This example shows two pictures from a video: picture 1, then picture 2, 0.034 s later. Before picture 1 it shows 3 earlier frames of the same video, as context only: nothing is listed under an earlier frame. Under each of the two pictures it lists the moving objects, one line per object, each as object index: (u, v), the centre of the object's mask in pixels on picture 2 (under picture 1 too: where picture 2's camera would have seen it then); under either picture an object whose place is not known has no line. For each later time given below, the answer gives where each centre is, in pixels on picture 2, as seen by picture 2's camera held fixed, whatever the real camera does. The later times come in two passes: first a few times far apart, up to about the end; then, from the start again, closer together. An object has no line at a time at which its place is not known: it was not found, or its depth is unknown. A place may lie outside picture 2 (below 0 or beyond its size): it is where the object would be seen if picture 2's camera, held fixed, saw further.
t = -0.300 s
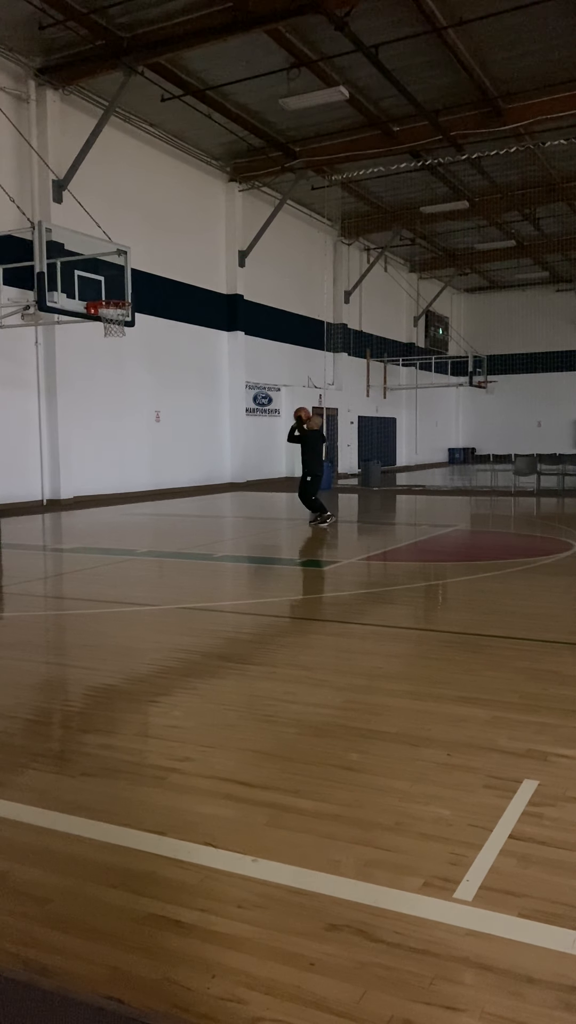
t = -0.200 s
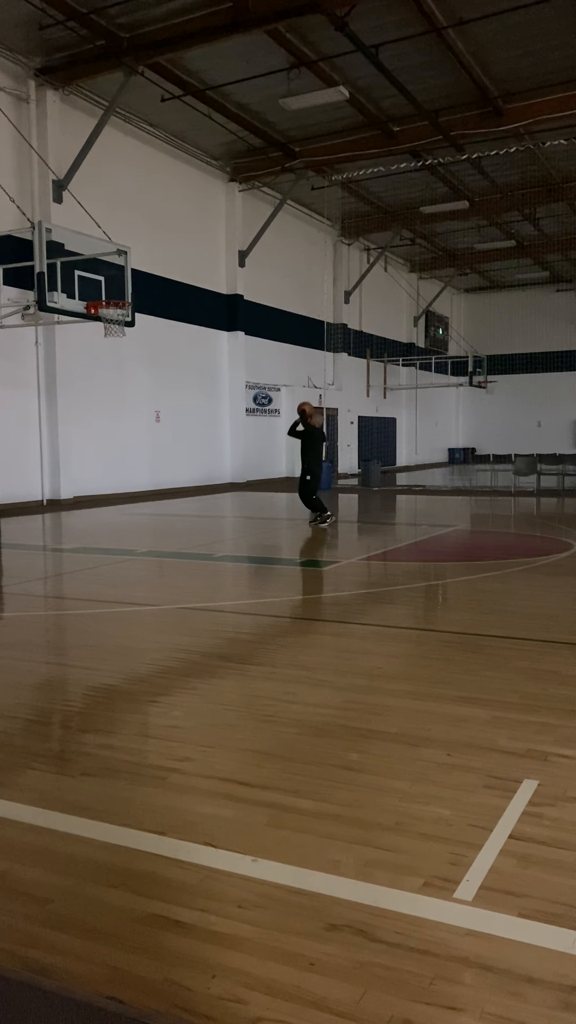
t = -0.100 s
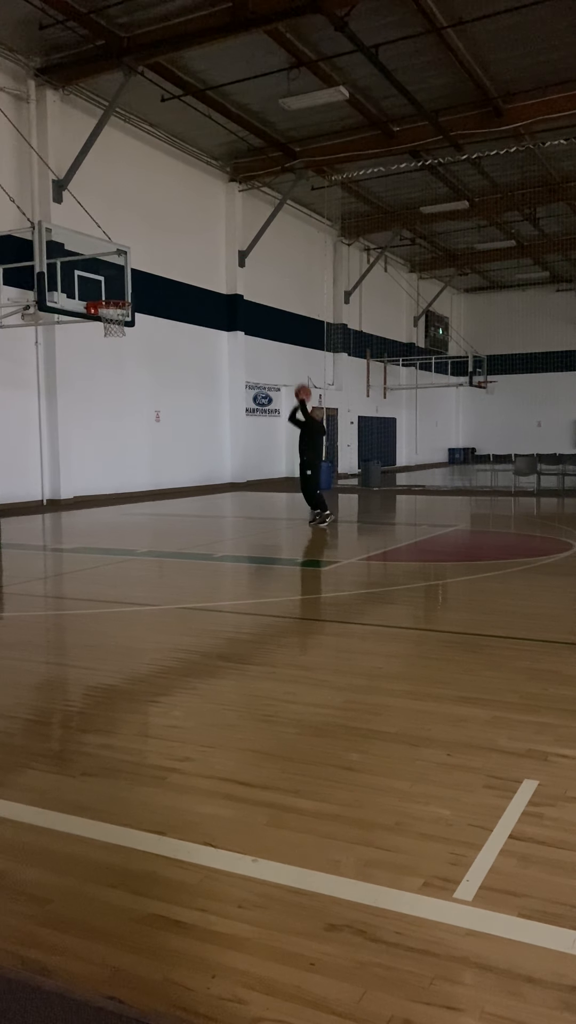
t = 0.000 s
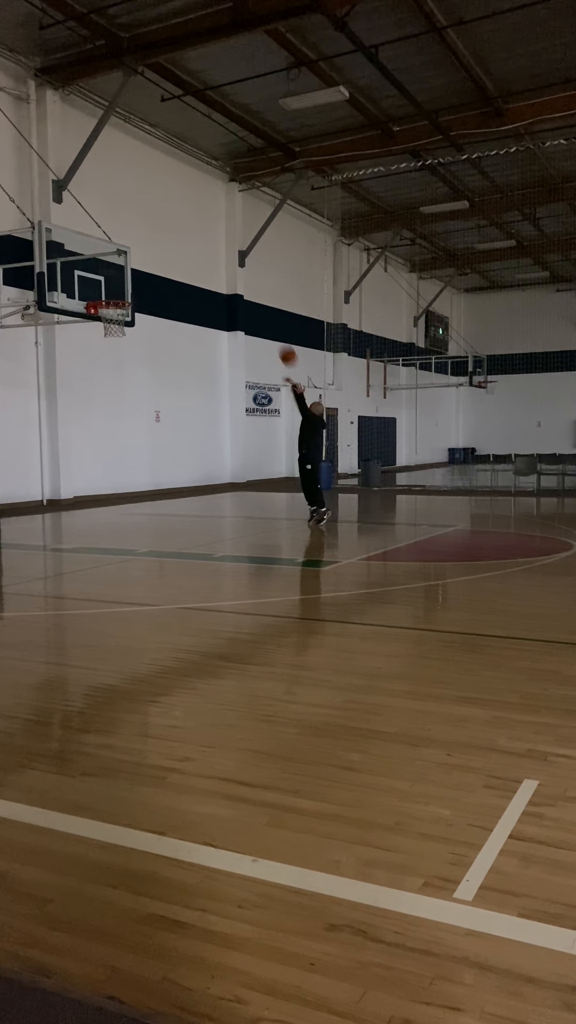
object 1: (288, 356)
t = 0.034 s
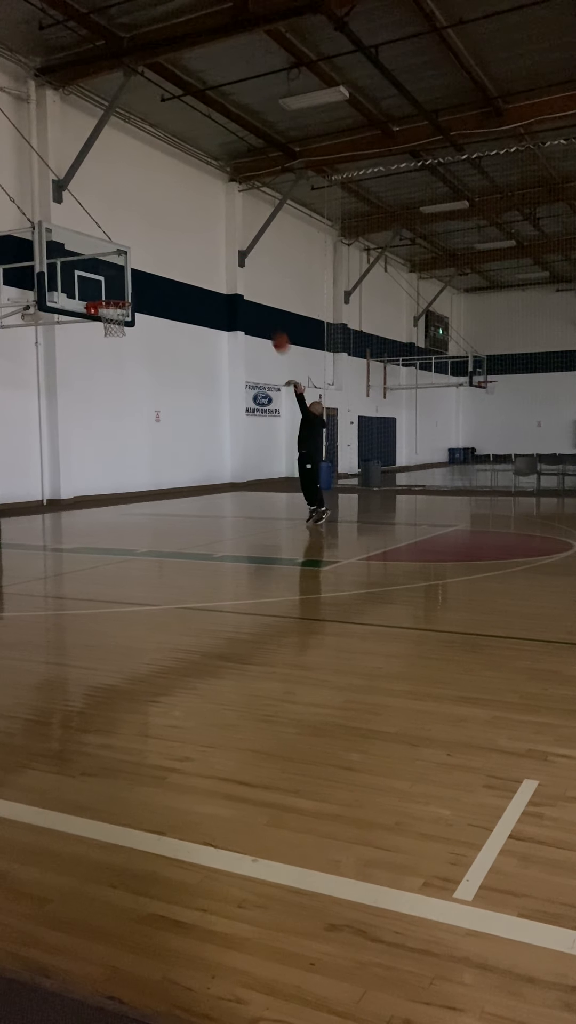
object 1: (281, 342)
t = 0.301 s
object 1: (222, 263)
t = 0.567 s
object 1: (164, 236)
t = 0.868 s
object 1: (104, 266)
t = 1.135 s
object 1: (117, 319)
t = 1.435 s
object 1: (98, 390)
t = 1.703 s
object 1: (85, 503)
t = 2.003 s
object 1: (59, 441)
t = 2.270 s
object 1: (38, 411)
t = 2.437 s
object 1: (25, 418)
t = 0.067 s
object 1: (274, 330)
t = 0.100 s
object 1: (266, 319)
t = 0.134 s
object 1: (259, 308)
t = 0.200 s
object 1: (243, 287)
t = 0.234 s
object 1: (236, 278)
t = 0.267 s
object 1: (229, 271)
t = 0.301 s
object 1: (222, 263)
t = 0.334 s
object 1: (214, 257)
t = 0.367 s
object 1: (207, 251)
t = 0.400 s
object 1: (200, 247)
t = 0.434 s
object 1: (193, 243)
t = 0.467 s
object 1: (186, 240)
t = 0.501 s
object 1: (178, 238)
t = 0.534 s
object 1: (171, 236)
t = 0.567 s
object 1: (164, 236)
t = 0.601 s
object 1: (157, 236)
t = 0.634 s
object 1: (150, 237)
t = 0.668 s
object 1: (143, 239)
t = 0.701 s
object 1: (136, 241)
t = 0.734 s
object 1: (129, 245)
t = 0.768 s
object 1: (123, 248)
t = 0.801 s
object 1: (115, 254)
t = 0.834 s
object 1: (108, 260)
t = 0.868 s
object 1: (104, 266)
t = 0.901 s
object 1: (107, 270)
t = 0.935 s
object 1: (110, 276)
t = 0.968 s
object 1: (114, 285)
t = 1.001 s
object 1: (116, 292)
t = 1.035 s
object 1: (120, 297)
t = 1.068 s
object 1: (122, 309)
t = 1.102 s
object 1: (119, 313)
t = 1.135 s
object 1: (117, 319)
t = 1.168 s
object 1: (115, 326)
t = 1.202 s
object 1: (112, 332)
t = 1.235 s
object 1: (110, 337)
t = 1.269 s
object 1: (108, 344)
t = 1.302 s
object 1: (106, 351)
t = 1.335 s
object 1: (104, 360)
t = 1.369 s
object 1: (102, 369)
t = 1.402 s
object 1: (100, 379)
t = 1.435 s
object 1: (98, 390)
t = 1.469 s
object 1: (97, 402)
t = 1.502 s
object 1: (95, 414)
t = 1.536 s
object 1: (93, 428)
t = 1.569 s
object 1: (92, 441)
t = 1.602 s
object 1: (90, 456)
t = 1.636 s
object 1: (88, 471)
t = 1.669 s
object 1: (86, 486)
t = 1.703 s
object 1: (85, 503)
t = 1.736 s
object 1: (83, 520)
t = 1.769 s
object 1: (80, 510)
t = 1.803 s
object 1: (77, 498)
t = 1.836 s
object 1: (74, 486)
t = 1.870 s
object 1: (71, 476)
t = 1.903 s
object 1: (68, 466)
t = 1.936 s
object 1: (65, 457)
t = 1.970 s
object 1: (62, 449)
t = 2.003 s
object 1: (59, 441)
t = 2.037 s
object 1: (56, 435)
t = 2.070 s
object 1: (54, 429)
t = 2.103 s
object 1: (51, 424)
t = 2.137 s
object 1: (48, 420)
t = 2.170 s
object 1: (45, 417)
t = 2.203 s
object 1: (43, 414)
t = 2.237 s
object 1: (40, 412)
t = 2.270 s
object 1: (38, 411)
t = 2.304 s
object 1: (35, 411)
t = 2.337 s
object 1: (32, 412)
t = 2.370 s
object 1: (30, 413)
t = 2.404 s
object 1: (27, 415)
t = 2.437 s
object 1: (25, 418)
